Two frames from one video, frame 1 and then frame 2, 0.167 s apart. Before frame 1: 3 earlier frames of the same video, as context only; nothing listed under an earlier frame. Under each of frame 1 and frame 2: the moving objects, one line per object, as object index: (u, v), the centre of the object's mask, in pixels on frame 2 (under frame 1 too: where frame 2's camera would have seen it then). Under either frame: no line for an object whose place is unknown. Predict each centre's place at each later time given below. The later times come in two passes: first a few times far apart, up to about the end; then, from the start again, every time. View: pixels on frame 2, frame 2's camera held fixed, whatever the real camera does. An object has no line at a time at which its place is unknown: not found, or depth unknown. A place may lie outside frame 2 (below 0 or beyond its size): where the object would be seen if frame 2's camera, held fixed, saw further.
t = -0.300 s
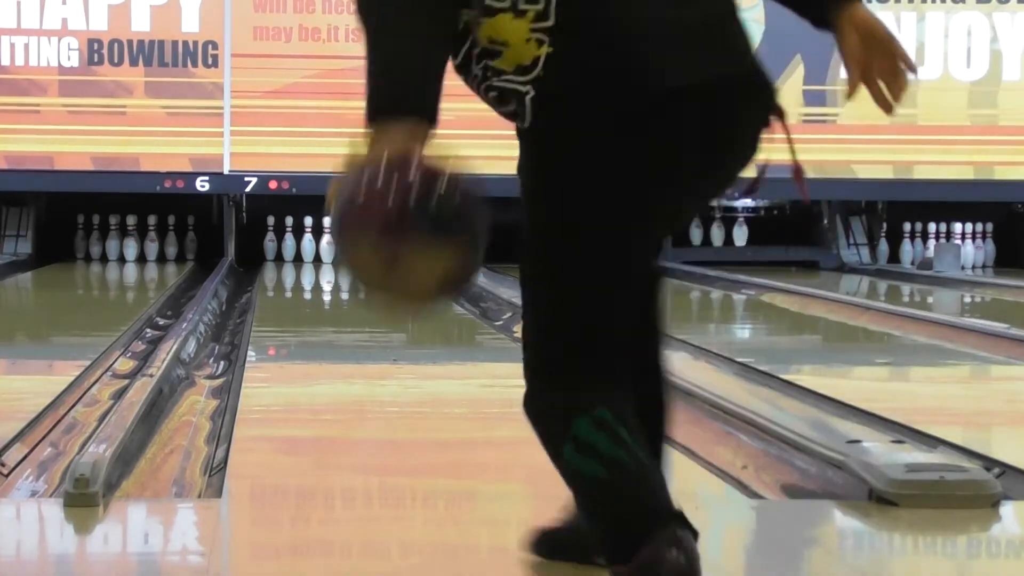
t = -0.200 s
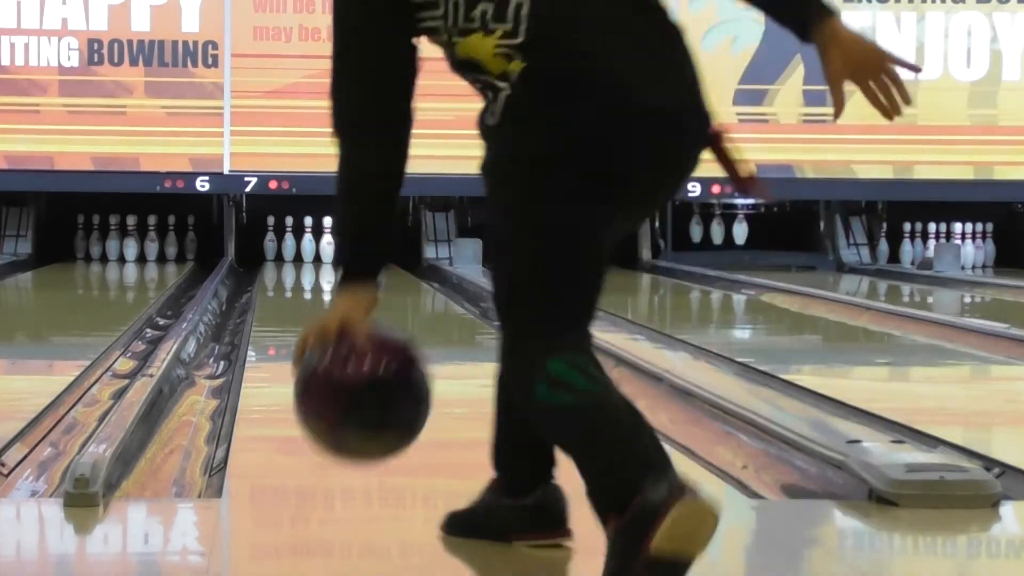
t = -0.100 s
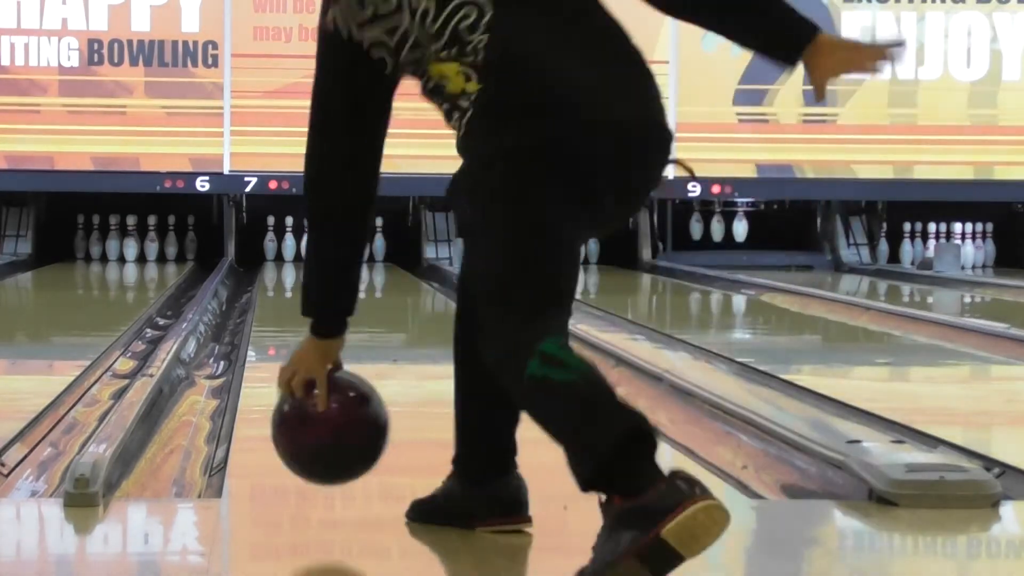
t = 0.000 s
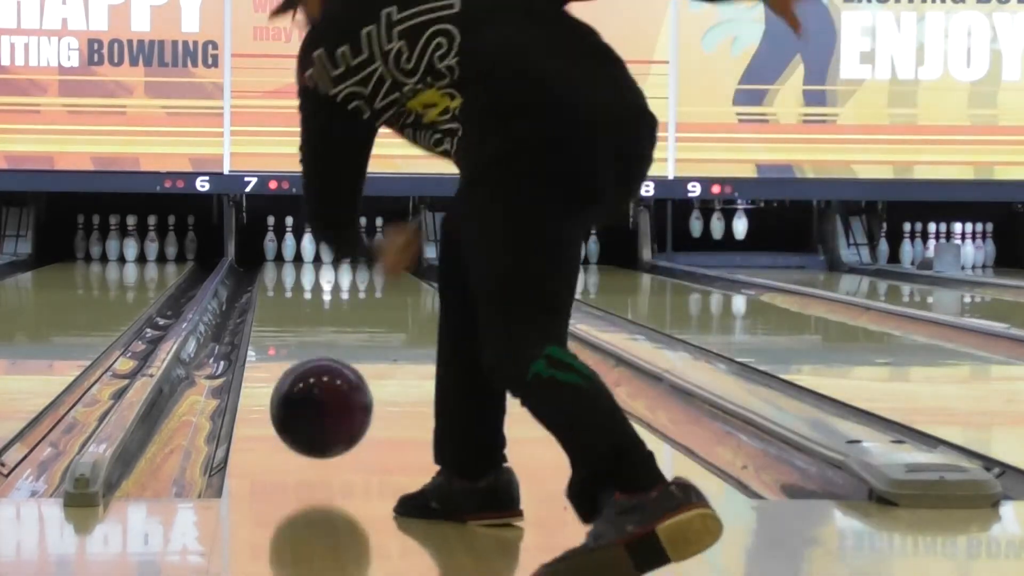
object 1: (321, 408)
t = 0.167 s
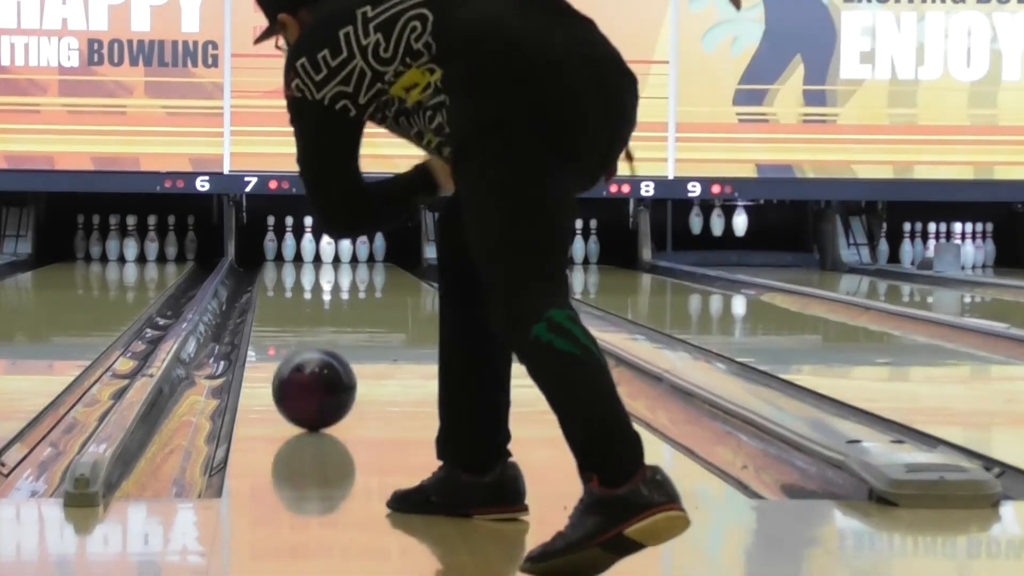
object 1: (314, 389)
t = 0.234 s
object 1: (312, 376)
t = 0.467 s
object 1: (308, 341)
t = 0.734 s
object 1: (305, 314)
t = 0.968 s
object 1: (306, 306)
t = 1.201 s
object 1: (304, 284)
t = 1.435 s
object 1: (304, 274)
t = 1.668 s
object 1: (305, 266)
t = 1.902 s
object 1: (308, 260)
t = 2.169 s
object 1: (315, 254)
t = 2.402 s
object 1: (325, 250)
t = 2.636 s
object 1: (328, 249)
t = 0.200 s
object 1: (313, 382)
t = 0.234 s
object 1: (312, 376)
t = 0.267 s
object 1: (312, 369)
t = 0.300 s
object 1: (311, 364)
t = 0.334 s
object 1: (311, 359)
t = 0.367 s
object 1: (309, 354)
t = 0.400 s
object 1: (309, 349)
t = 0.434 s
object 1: (308, 345)
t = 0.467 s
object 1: (308, 341)
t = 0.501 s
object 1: (308, 337)
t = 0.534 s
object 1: (307, 334)
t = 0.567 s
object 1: (307, 330)
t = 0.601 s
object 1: (306, 326)
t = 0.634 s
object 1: (306, 323)
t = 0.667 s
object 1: (306, 320)
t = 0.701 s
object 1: (305, 317)
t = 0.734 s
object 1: (305, 314)
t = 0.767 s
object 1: (305, 311)
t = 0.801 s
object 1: (305, 309)
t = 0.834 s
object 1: (305, 306)
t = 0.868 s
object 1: (305, 304)
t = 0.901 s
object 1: (305, 302)
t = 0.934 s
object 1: (305, 300)
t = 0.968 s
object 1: (306, 306)
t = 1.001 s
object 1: (302, 297)
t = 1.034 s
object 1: (304, 294)
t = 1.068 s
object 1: (304, 292)
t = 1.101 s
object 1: (304, 289)
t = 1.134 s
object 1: (304, 288)
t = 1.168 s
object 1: (304, 286)
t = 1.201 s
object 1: (304, 284)
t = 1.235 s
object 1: (304, 282)
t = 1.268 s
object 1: (304, 281)
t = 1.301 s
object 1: (304, 280)
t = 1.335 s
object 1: (304, 278)
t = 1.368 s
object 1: (304, 276)
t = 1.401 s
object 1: (304, 275)
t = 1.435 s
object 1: (304, 274)
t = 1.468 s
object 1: (304, 272)
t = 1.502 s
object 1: (304, 271)
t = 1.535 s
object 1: (304, 270)
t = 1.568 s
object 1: (305, 269)
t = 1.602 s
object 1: (305, 268)
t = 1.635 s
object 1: (305, 267)
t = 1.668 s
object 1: (305, 266)
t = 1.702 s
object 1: (305, 264)
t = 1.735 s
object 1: (306, 264)
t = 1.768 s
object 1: (306, 263)
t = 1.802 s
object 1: (307, 262)
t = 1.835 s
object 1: (307, 261)
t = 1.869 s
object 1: (308, 260)
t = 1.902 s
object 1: (308, 260)
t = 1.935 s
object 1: (309, 259)
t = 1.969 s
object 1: (309, 259)
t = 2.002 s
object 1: (311, 257)
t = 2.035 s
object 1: (312, 257)
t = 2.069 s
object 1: (312, 256)
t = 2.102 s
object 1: (313, 256)
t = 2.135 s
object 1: (314, 254)
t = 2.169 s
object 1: (315, 254)
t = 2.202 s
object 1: (317, 253)
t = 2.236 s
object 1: (318, 253)
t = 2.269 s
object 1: (319, 252)
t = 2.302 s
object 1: (321, 252)
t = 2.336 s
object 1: (322, 251)
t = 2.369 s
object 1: (324, 251)
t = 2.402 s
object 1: (325, 250)
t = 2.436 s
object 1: (326, 250)
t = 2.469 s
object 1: (328, 250)
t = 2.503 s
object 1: (329, 250)
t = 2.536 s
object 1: (328, 250)
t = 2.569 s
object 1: (328, 250)
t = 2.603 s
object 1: (327, 249)
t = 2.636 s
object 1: (328, 249)
